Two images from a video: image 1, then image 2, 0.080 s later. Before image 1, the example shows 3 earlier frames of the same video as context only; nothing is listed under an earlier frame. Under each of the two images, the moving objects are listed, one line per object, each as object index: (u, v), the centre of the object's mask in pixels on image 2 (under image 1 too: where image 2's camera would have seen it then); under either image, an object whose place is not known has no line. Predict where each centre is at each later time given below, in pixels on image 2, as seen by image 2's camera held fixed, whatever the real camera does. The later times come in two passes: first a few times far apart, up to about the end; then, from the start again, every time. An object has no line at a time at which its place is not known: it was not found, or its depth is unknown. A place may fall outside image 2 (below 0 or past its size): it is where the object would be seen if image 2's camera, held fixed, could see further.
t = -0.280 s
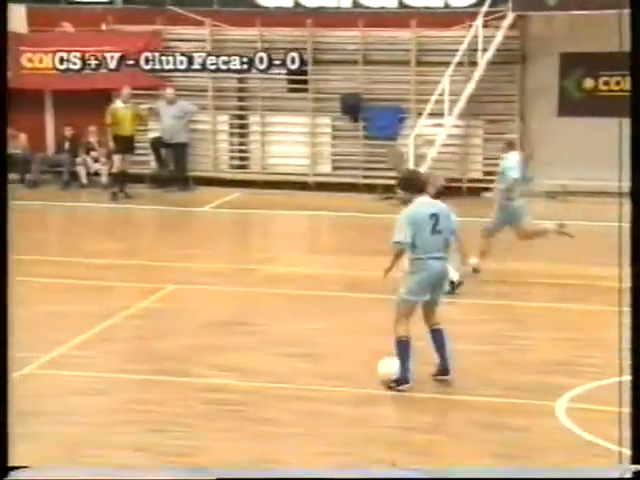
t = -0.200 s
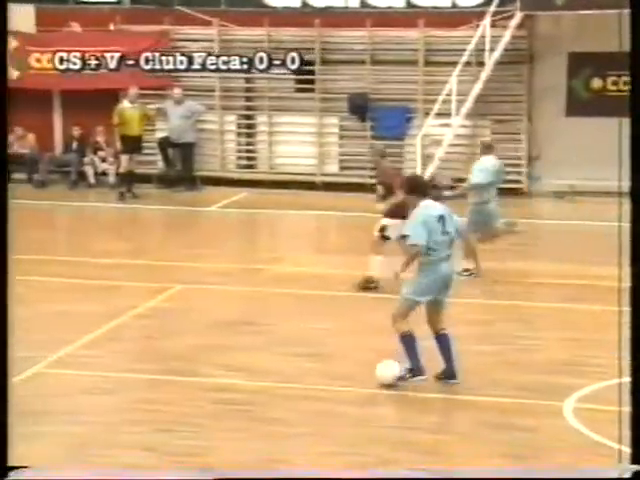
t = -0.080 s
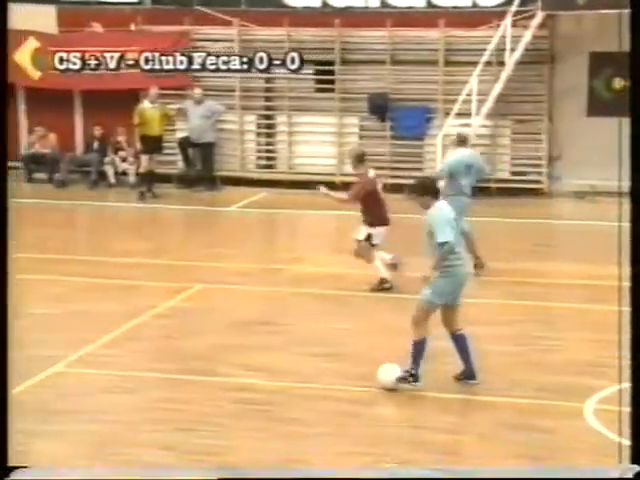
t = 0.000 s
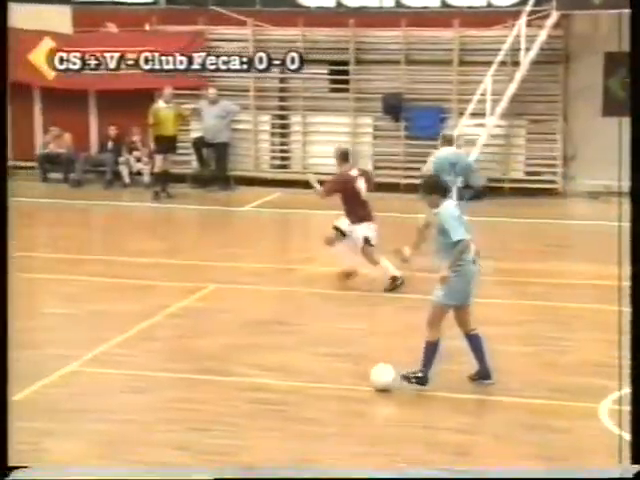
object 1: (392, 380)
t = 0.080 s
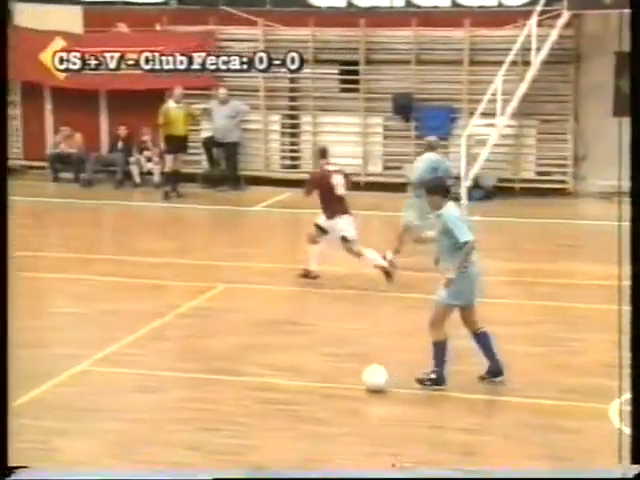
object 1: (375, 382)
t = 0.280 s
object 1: (336, 385)
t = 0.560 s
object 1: (278, 389)
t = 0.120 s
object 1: (366, 383)
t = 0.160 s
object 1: (359, 384)
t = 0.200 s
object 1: (351, 384)
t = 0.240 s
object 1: (344, 385)
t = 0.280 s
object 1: (336, 385)
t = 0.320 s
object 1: (326, 386)
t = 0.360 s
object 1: (318, 386)
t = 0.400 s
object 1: (310, 387)
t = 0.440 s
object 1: (300, 387)
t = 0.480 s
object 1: (292, 388)
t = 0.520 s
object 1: (285, 389)
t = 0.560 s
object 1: (278, 389)
